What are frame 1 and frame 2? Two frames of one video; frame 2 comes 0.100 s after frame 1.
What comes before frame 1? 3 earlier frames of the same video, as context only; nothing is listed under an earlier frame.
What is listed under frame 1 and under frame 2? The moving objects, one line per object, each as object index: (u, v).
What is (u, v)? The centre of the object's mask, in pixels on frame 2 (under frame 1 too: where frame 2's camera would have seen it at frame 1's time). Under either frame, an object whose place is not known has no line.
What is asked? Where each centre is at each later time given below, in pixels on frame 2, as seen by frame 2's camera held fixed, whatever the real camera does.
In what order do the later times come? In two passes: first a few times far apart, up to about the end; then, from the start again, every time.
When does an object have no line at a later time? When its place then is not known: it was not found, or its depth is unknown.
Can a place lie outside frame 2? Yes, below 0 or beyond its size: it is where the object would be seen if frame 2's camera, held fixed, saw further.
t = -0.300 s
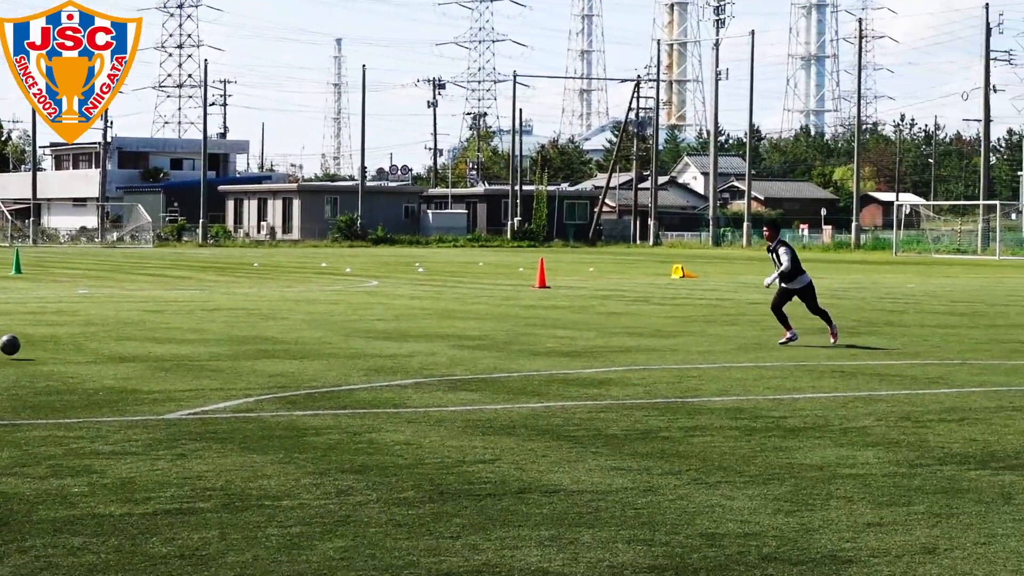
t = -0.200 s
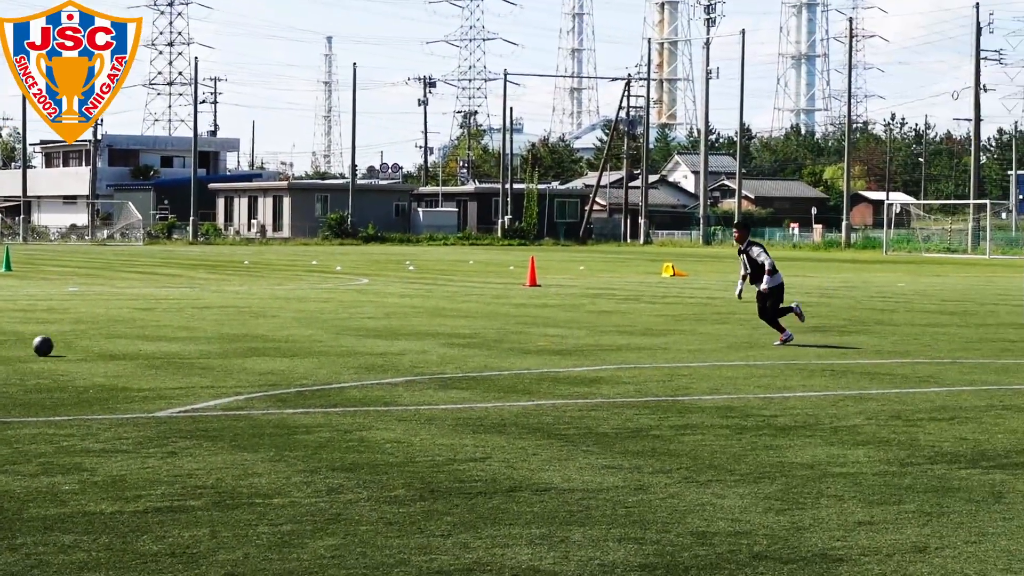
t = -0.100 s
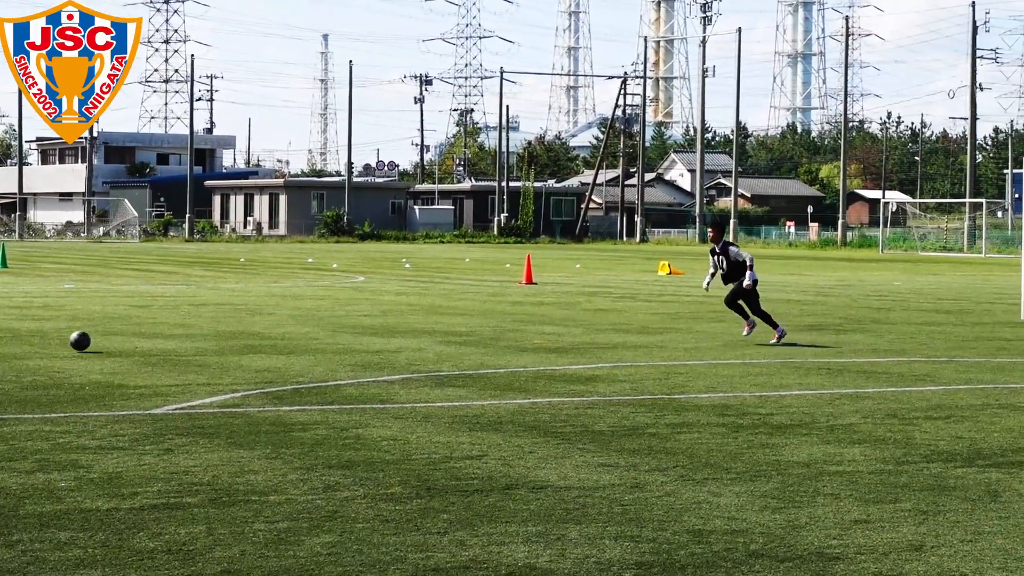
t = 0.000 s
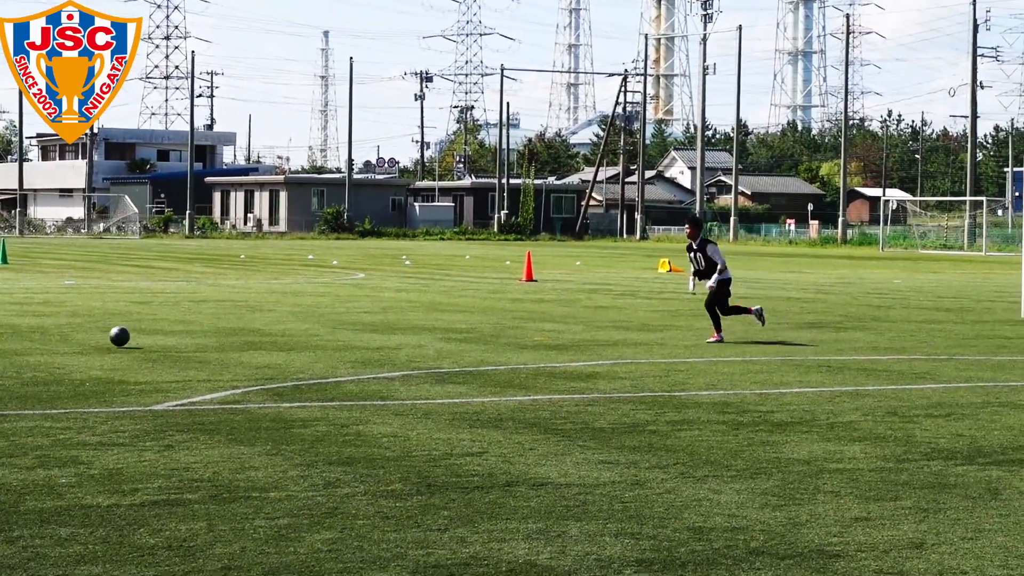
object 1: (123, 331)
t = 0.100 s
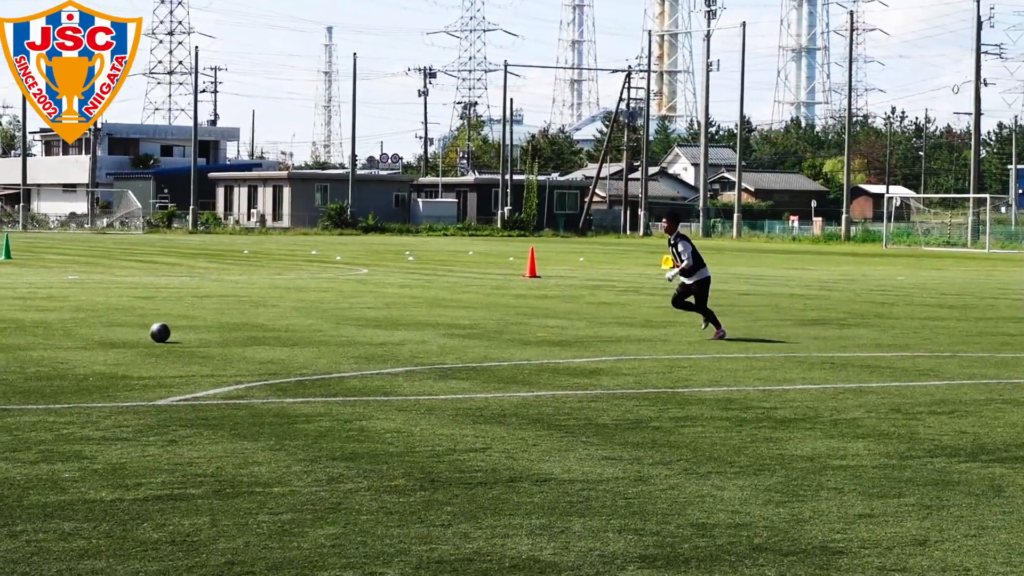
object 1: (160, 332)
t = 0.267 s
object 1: (218, 331)
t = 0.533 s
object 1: (303, 330)
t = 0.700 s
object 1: (351, 330)
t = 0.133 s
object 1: (172, 332)
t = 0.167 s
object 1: (184, 332)
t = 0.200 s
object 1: (195, 332)
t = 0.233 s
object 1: (207, 331)
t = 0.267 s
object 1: (218, 331)
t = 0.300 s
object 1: (229, 331)
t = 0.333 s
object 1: (240, 331)
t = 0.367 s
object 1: (251, 331)
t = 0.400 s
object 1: (261, 330)
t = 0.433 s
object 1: (272, 331)
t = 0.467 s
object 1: (283, 331)
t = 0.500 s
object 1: (293, 330)
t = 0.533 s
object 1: (303, 330)
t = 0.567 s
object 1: (313, 330)
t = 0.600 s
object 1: (322, 330)
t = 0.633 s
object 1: (332, 329)
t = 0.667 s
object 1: (342, 330)
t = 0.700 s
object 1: (351, 330)
